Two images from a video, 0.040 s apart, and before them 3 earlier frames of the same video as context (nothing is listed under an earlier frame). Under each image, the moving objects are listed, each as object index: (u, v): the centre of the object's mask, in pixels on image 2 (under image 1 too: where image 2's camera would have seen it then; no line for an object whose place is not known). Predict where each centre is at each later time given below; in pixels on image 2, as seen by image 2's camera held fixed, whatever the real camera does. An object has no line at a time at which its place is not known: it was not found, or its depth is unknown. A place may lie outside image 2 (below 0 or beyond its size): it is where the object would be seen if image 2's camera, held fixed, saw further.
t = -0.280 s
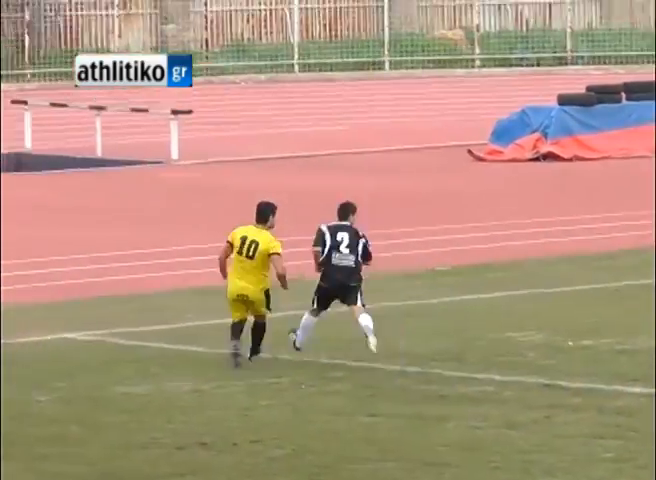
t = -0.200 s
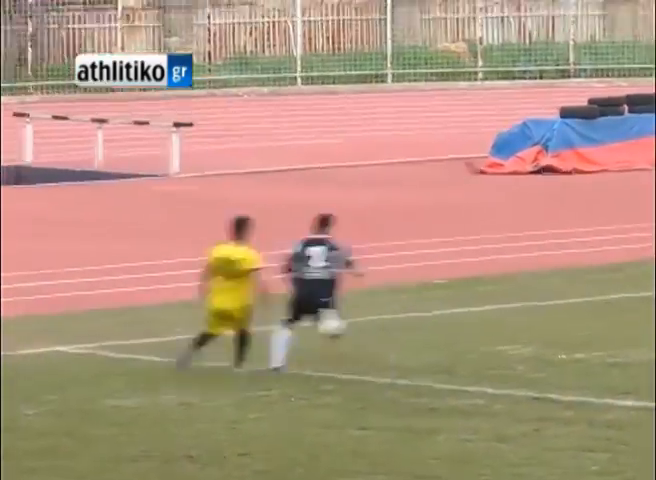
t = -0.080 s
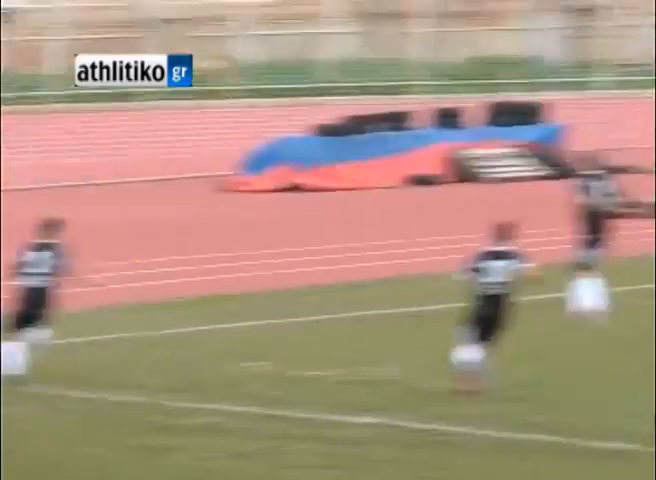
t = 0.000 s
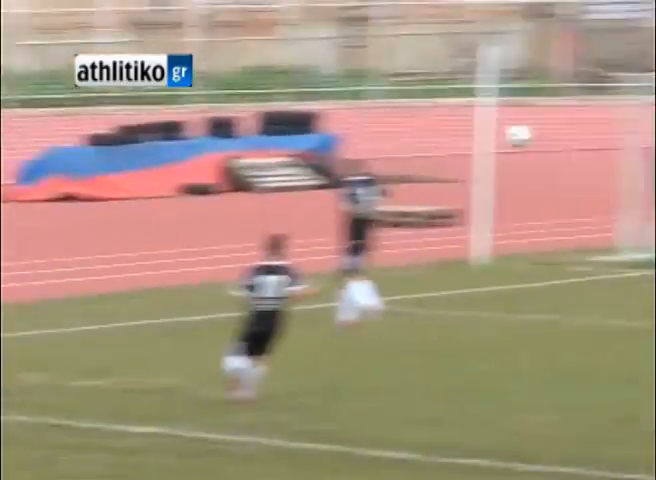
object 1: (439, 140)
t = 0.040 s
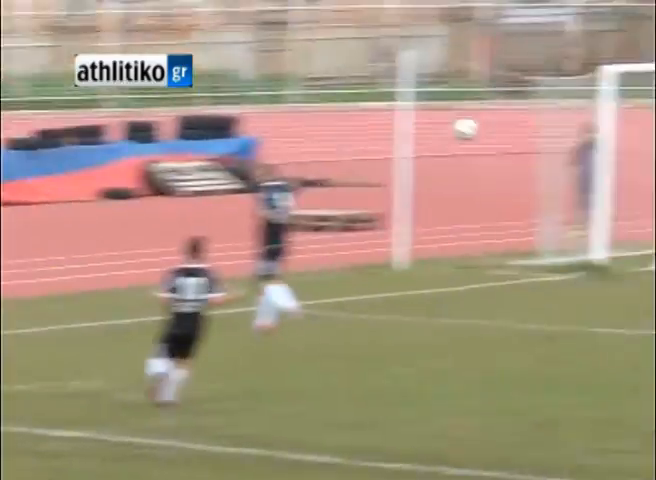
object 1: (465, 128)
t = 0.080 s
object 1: (489, 121)
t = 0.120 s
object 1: (514, 113)
